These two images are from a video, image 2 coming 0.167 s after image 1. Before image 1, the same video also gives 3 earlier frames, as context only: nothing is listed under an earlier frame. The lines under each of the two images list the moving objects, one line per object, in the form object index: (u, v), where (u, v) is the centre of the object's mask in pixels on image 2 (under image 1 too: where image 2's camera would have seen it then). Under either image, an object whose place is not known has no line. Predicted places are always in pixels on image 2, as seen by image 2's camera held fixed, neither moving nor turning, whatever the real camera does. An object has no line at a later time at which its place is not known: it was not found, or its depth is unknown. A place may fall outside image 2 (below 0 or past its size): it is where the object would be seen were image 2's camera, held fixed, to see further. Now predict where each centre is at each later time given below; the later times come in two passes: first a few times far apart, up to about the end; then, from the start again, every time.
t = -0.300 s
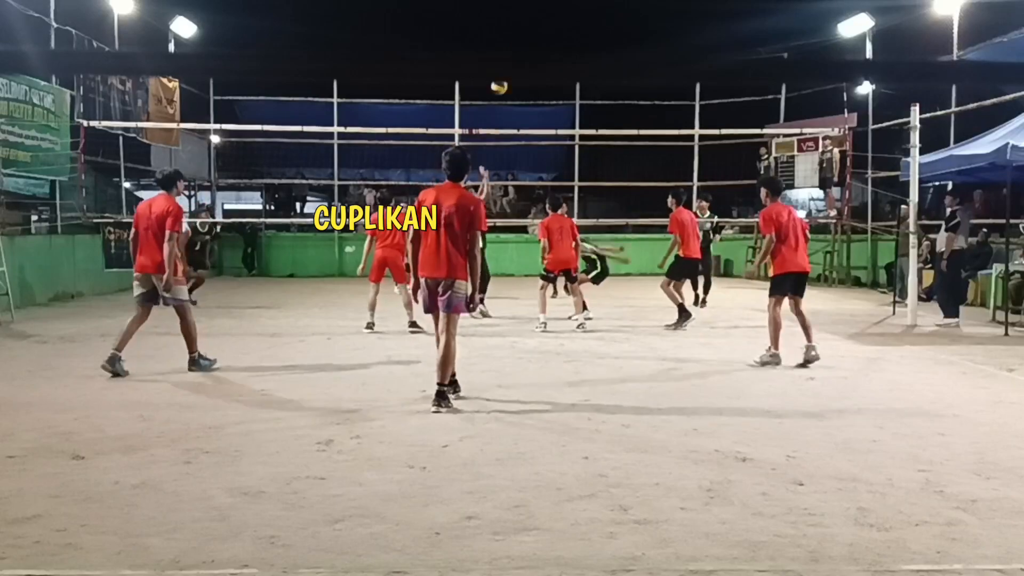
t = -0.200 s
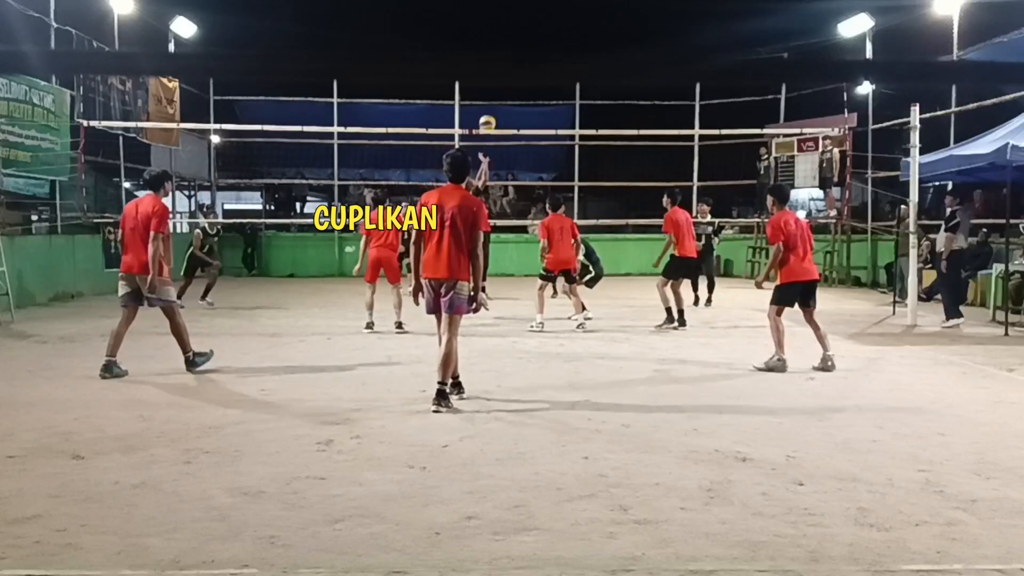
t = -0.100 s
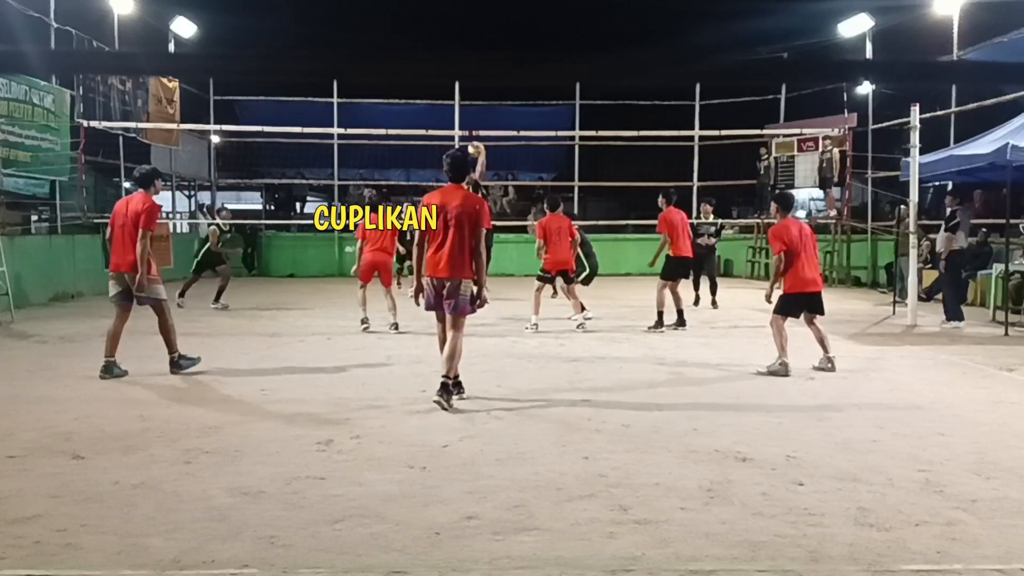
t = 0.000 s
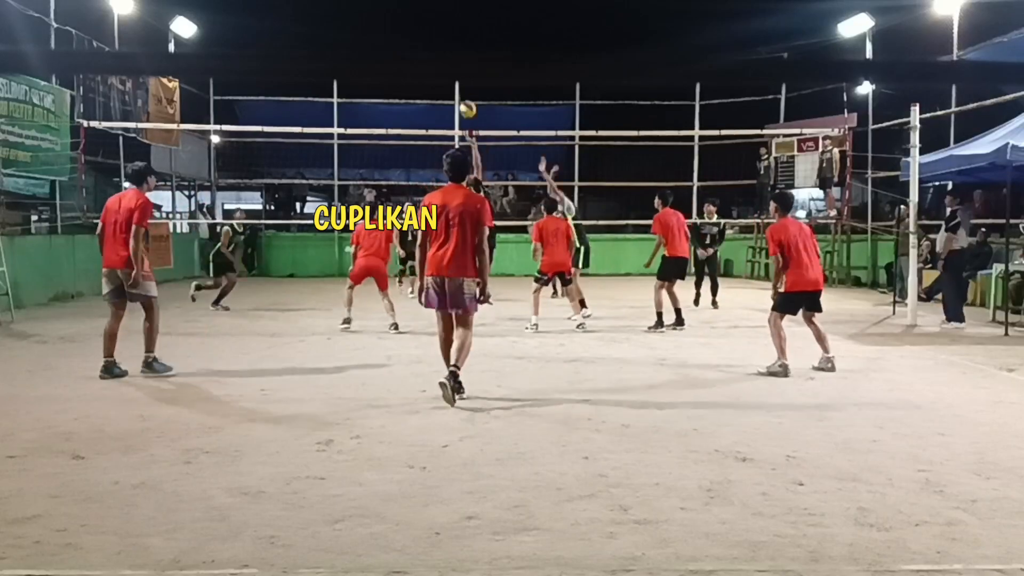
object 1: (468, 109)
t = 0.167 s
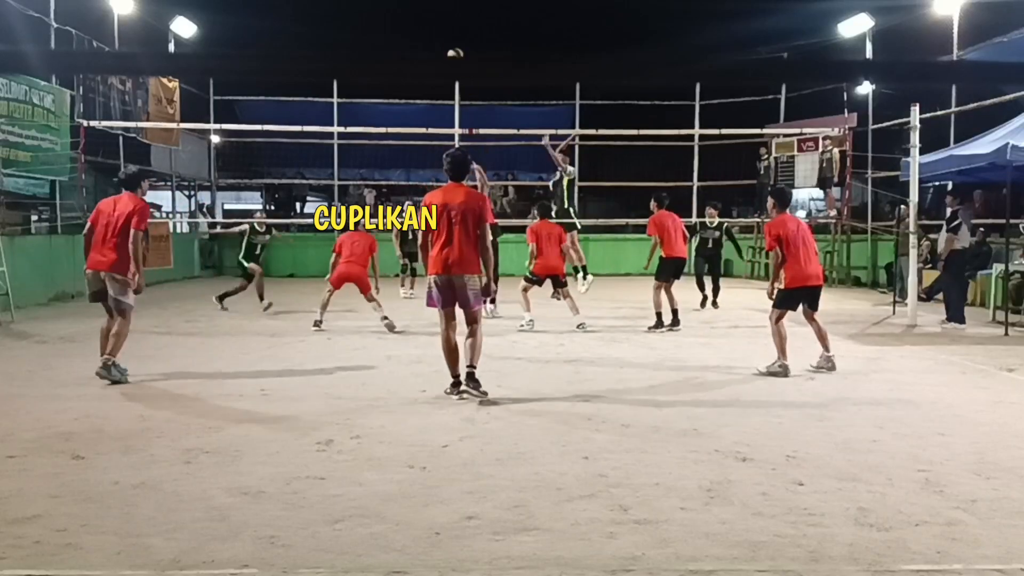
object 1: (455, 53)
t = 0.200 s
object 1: (453, 48)
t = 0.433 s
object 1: (435, 16)
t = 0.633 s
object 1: (420, 21)
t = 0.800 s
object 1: (407, 48)
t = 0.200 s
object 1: (453, 48)
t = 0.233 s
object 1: (450, 41)
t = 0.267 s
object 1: (447, 35)
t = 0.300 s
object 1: (445, 29)
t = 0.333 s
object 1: (442, 24)
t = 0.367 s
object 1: (440, 20)
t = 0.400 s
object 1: (437, 18)
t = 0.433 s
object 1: (435, 16)
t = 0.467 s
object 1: (432, 14)
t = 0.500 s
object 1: (430, 14)
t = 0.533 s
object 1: (427, 14)
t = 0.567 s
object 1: (425, 15)
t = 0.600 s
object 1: (422, 18)
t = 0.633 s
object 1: (420, 21)
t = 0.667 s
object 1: (417, 24)
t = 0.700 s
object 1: (414, 29)
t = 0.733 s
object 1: (412, 35)
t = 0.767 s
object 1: (410, 41)
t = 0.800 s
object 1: (407, 48)
